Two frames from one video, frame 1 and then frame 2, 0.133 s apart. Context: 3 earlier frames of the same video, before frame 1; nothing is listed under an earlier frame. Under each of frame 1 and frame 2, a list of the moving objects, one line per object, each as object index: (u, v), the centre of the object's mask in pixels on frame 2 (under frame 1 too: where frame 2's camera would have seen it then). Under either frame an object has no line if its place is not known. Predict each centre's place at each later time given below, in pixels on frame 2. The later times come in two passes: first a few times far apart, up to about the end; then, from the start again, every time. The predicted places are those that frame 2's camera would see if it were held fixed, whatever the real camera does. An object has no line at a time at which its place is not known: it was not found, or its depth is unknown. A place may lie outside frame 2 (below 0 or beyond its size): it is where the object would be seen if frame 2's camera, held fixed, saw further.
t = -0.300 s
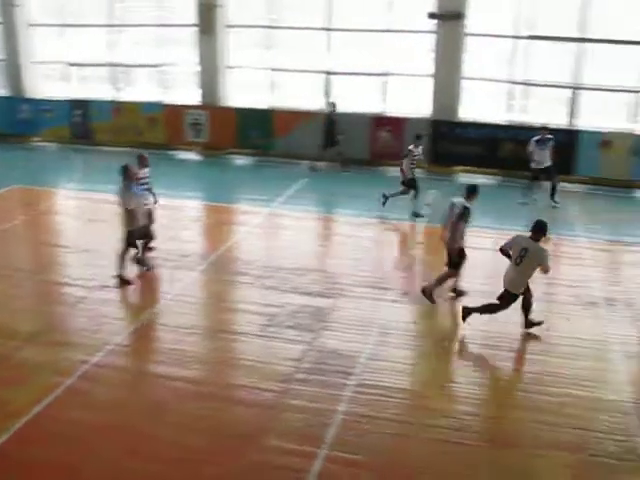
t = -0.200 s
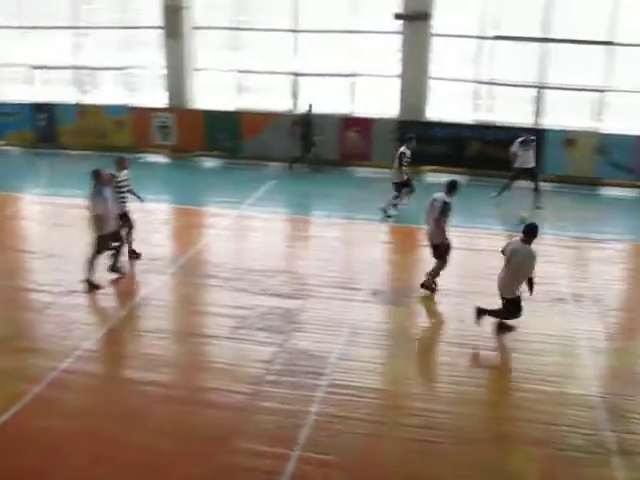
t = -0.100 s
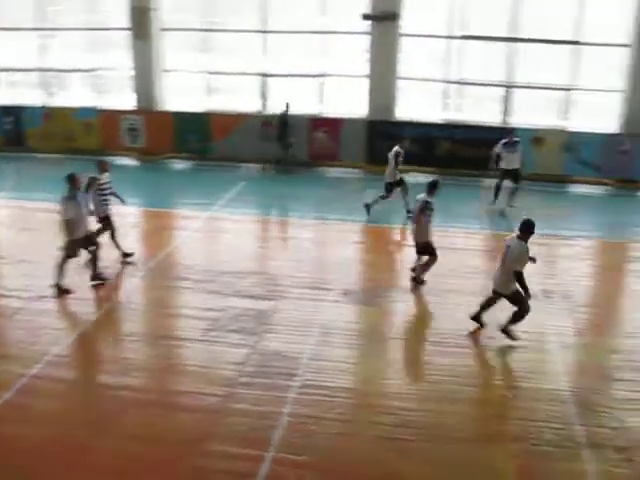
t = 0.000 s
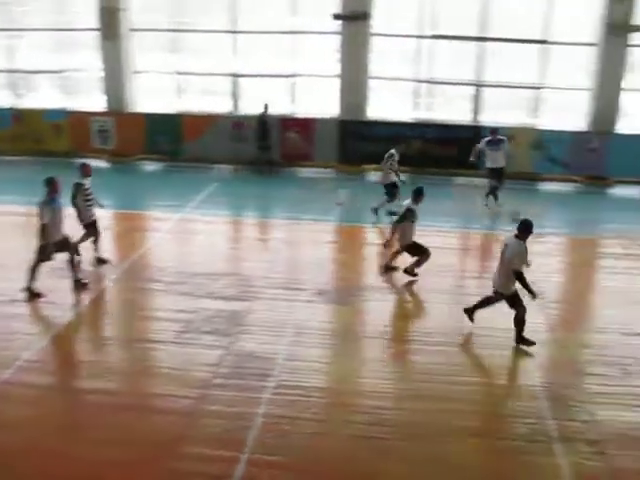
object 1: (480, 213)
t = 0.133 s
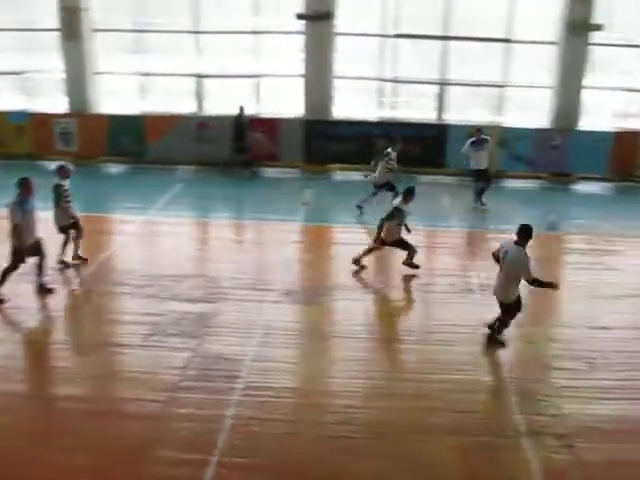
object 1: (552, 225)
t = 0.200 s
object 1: (587, 232)
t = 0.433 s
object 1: (702, 250)
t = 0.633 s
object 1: (796, 262)
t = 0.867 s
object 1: (905, 279)
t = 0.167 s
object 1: (570, 228)
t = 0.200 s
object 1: (587, 232)
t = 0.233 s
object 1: (603, 233)
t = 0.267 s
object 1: (620, 236)
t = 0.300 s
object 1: (637, 240)
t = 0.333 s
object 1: (654, 241)
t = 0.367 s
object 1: (671, 244)
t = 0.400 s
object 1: (687, 247)
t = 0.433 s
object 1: (702, 250)
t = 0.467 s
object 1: (718, 252)
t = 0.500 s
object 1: (734, 254)
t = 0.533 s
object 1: (750, 256)
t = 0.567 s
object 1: (766, 259)
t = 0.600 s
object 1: (781, 262)
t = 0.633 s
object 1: (796, 262)
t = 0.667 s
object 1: (811, 265)
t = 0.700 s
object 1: (828, 267)
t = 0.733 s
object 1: (842, 269)
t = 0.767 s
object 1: (857, 271)
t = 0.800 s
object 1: (873, 273)
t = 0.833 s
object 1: (888, 276)
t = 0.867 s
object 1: (905, 279)
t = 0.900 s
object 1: (919, 281)
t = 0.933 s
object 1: (935, 283)
